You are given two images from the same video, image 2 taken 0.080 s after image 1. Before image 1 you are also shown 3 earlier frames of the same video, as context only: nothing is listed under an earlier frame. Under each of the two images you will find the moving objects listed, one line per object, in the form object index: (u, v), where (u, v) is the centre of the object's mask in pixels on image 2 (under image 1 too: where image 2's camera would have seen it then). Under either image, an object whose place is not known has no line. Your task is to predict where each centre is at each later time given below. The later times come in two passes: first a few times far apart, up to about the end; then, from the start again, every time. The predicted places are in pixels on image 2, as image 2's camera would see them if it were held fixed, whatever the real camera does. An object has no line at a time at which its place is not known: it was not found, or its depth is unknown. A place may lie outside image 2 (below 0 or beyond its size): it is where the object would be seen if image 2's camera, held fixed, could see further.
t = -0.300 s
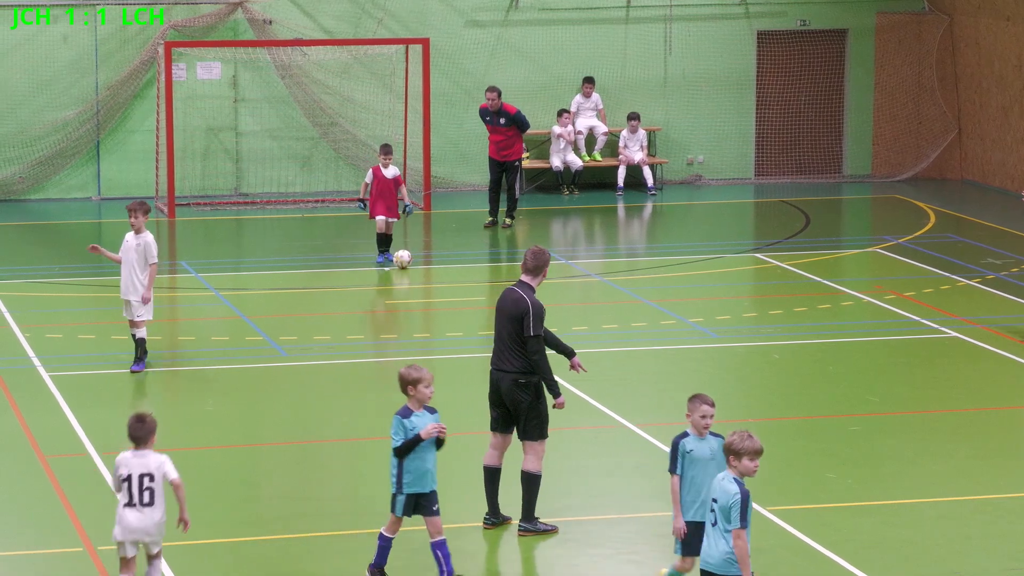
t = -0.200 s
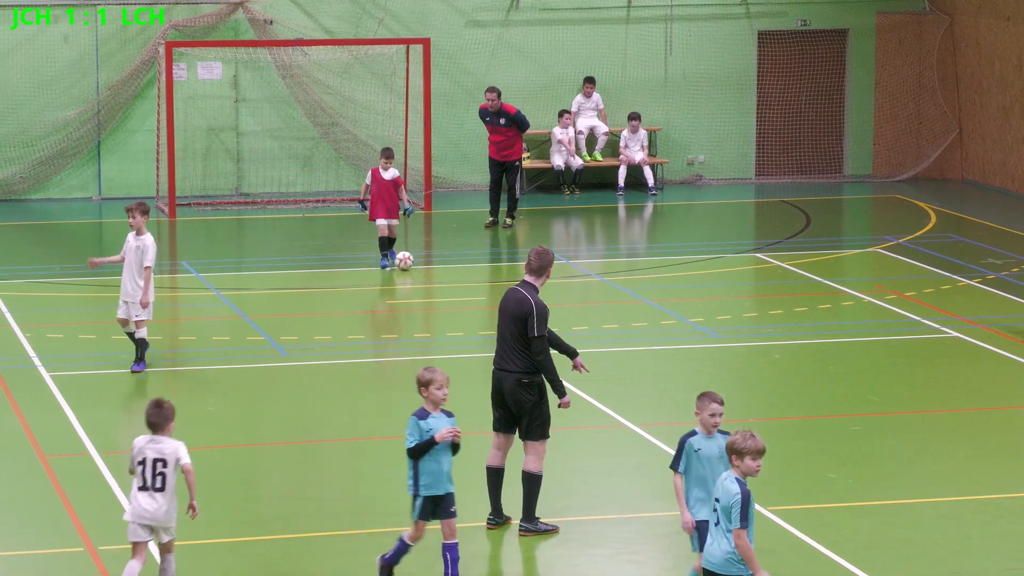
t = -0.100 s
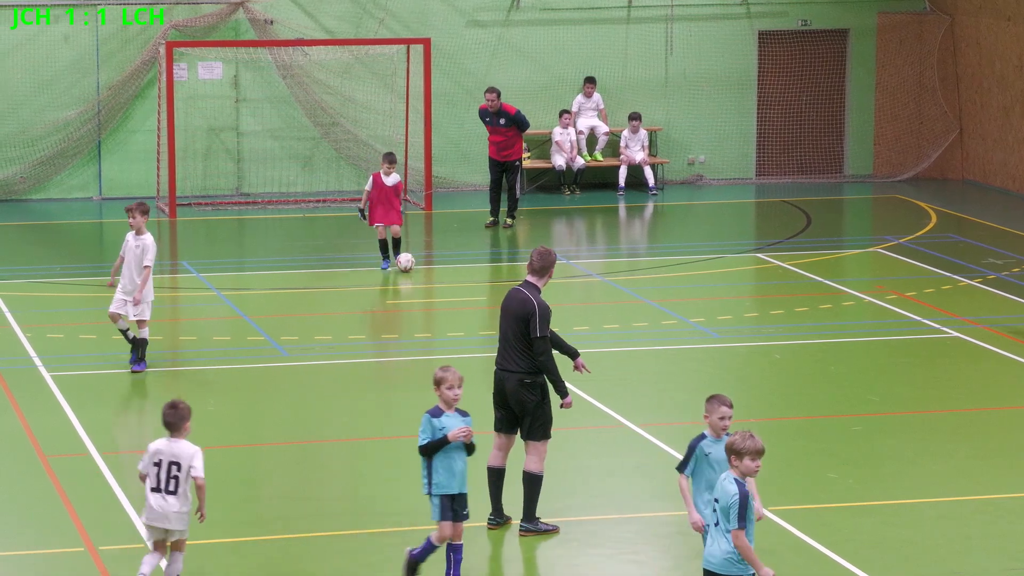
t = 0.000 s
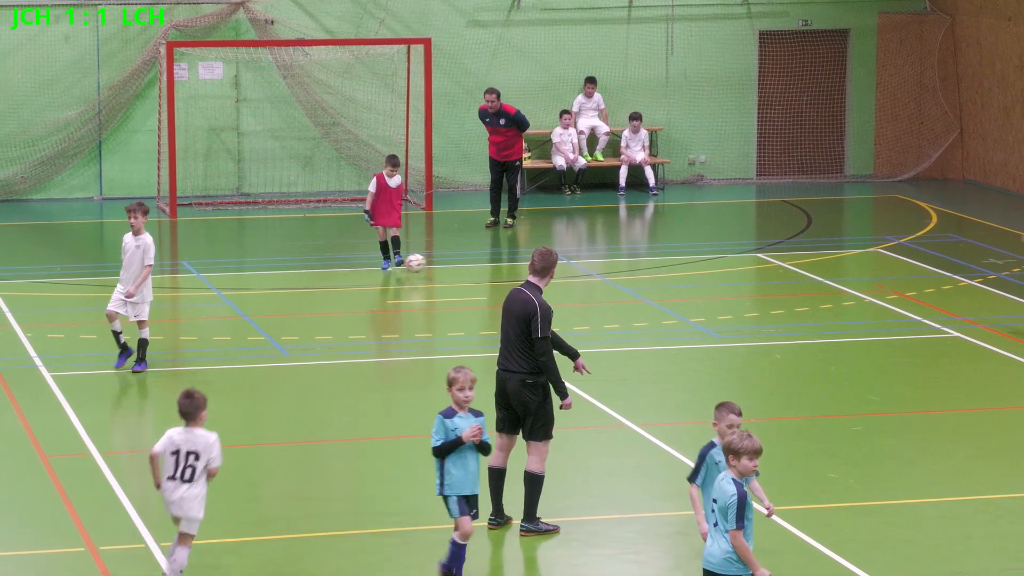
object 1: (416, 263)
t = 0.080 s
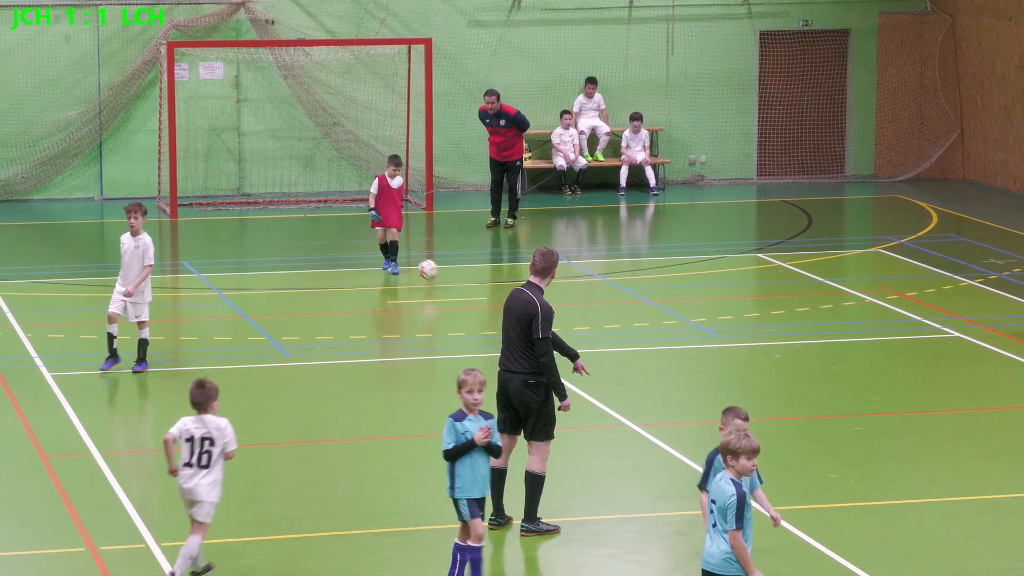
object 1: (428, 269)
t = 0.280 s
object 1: (457, 295)
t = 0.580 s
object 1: (492, 325)
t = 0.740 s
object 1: (507, 338)
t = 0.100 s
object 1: (431, 272)
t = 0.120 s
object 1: (434, 275)
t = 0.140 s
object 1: (437, 278)
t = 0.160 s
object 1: (441, 282)
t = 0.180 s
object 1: (444, 286)
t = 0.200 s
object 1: (447, 291)
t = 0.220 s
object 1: (450, 292)
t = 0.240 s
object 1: (452, 293)
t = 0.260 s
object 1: (455, 294)
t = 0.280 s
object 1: (457, 295)
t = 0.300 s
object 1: (459, 297)
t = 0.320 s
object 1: (462, 299)
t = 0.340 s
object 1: (465, 301)
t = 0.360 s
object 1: (468, 304)
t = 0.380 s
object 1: (470, 308)
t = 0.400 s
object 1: (472, 309)
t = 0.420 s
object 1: (475, 310)
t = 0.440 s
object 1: (477, 312)
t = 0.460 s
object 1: (480, 314)
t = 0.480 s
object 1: (482, 317)
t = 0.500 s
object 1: (484, 318)
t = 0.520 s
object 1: (486, 319)
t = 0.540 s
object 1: (488, 321)
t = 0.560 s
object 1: (491, 323)
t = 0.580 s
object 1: (492, 325)
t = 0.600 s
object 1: (494, 326)
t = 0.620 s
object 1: (496, 328)
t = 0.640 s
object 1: (498, 330)
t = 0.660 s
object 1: (500, 331)
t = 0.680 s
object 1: (501, 333)
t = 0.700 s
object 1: (503, 334)
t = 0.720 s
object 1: (505, 336)
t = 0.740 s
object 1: (507, 338)
